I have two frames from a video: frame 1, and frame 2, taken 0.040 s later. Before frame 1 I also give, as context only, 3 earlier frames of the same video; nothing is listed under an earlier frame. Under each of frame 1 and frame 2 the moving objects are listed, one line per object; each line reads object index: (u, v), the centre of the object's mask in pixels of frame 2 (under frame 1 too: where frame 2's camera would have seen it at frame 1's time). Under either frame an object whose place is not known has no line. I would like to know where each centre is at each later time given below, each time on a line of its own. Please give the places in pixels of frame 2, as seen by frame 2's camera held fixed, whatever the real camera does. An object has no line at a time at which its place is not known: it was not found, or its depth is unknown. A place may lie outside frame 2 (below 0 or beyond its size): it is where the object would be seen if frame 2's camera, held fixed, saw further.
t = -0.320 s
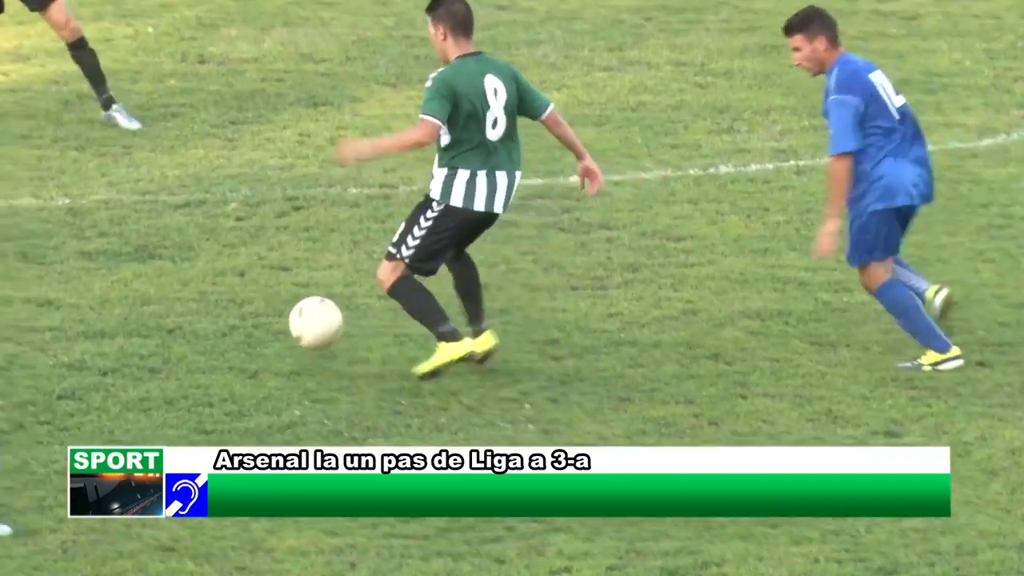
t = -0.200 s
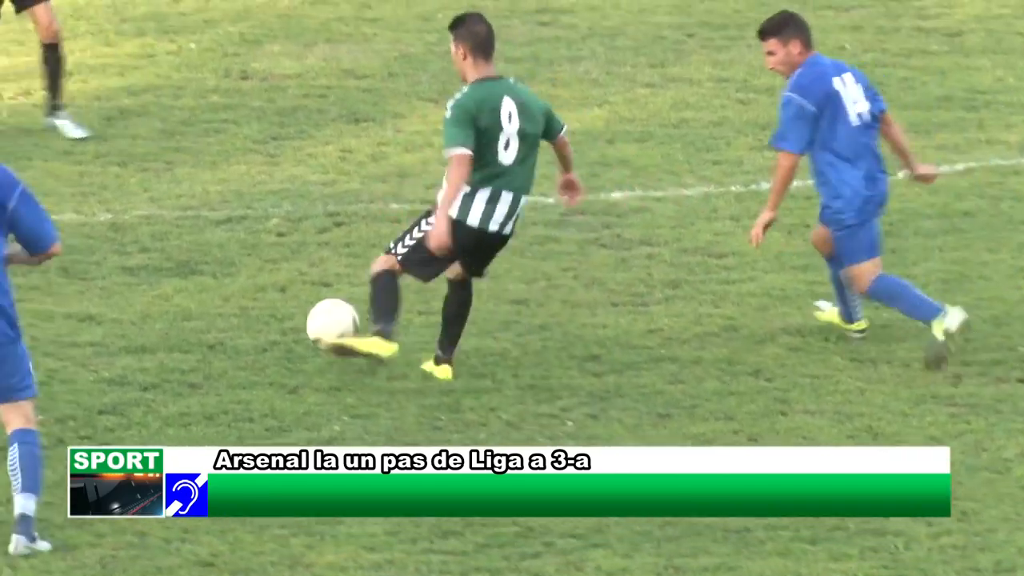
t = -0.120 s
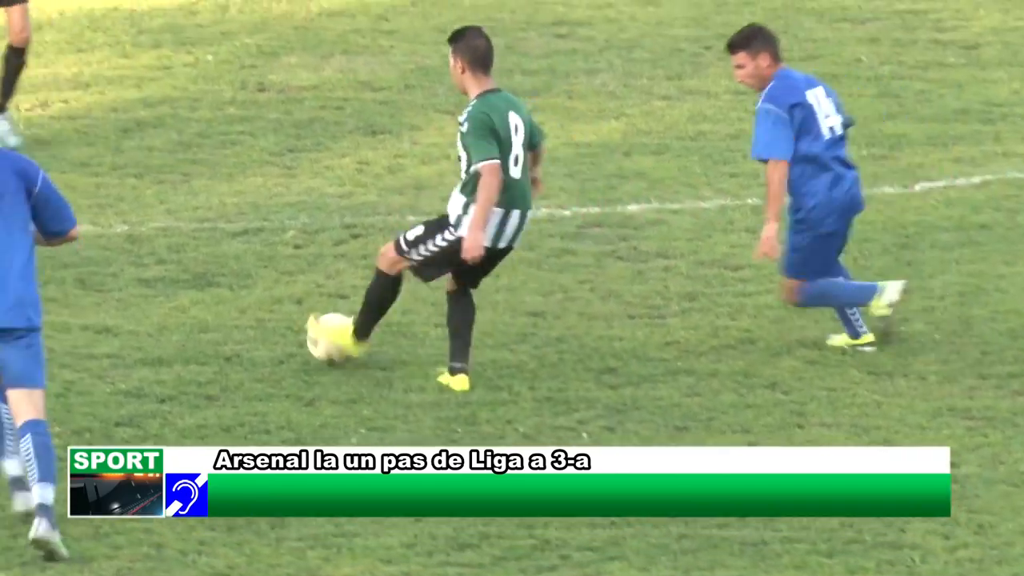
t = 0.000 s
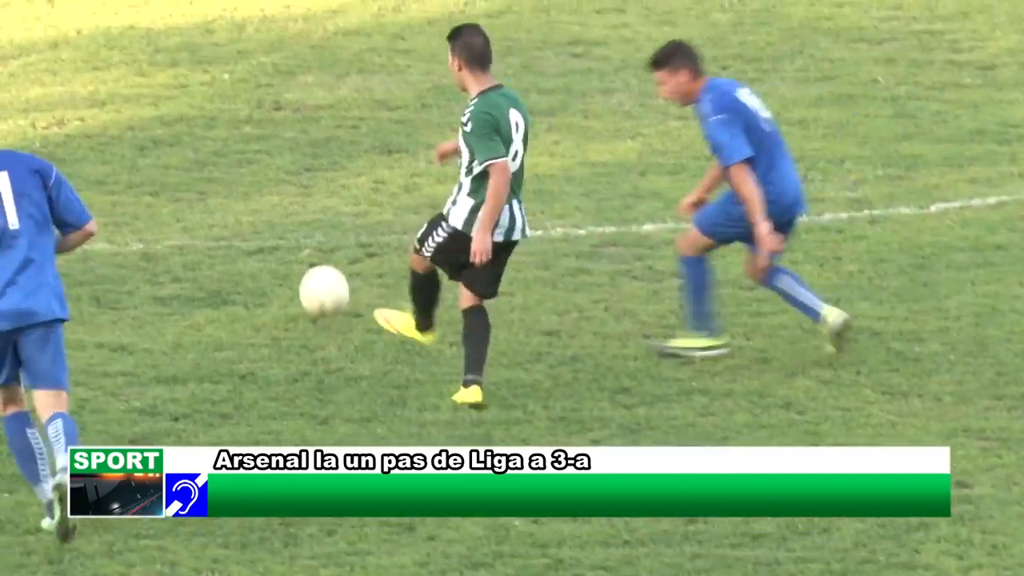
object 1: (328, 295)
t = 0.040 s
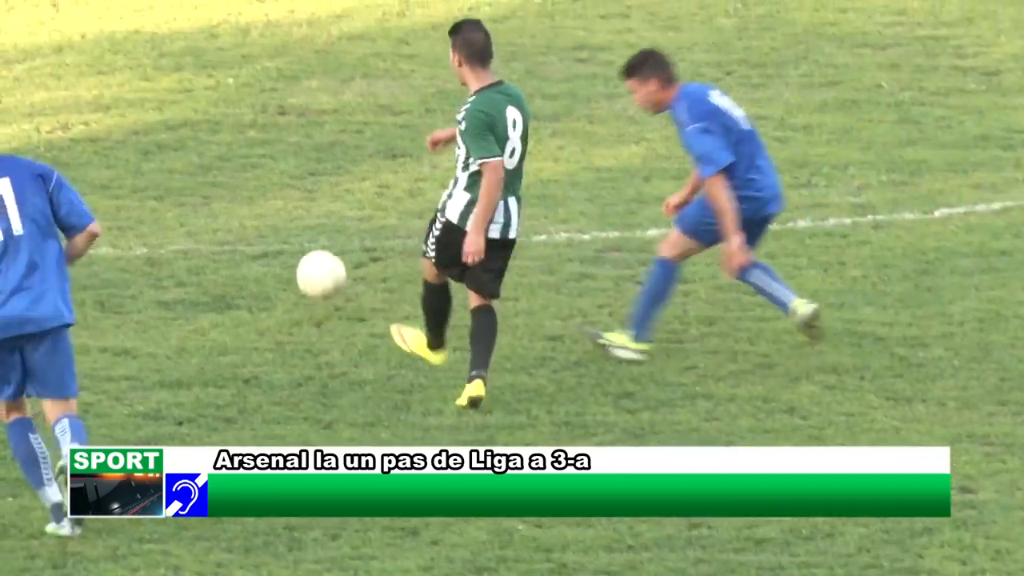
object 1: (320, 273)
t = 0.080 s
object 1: (314, 258)
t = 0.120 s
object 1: (307, 248)
